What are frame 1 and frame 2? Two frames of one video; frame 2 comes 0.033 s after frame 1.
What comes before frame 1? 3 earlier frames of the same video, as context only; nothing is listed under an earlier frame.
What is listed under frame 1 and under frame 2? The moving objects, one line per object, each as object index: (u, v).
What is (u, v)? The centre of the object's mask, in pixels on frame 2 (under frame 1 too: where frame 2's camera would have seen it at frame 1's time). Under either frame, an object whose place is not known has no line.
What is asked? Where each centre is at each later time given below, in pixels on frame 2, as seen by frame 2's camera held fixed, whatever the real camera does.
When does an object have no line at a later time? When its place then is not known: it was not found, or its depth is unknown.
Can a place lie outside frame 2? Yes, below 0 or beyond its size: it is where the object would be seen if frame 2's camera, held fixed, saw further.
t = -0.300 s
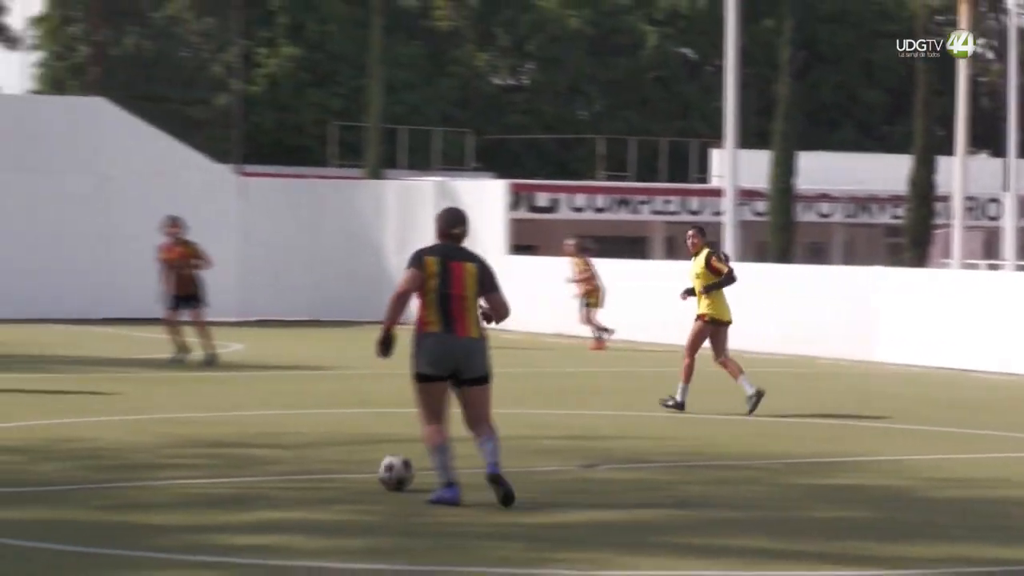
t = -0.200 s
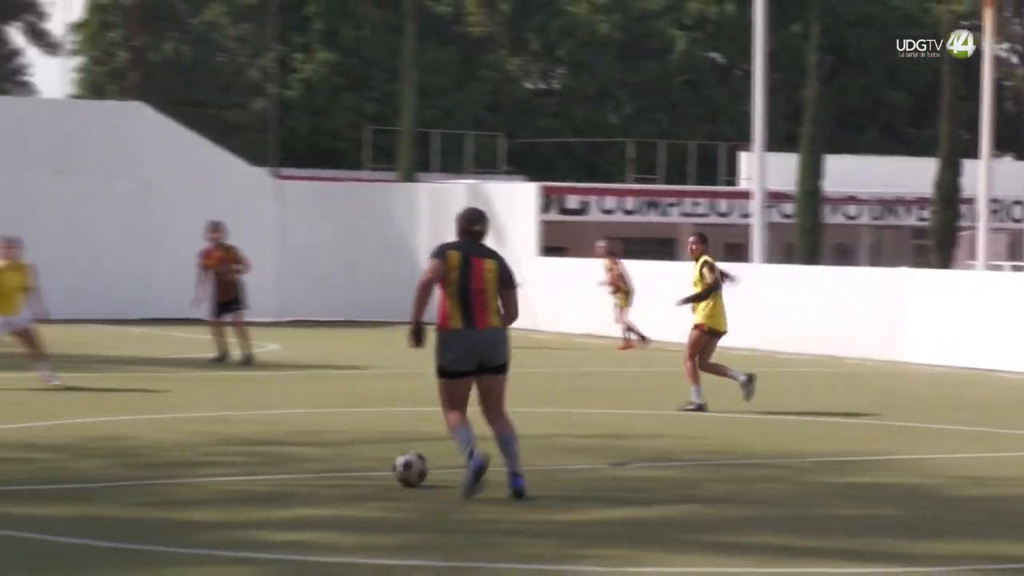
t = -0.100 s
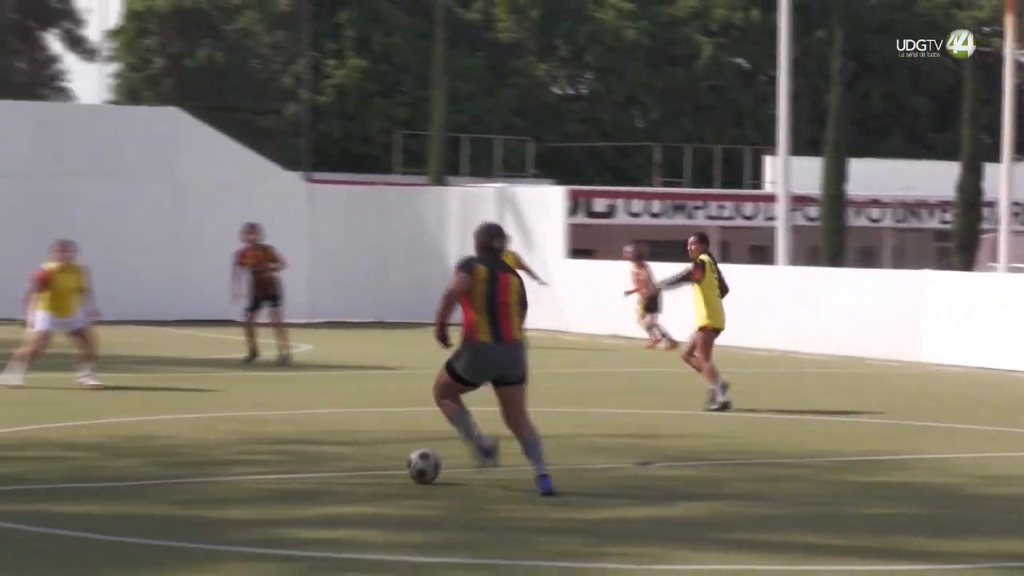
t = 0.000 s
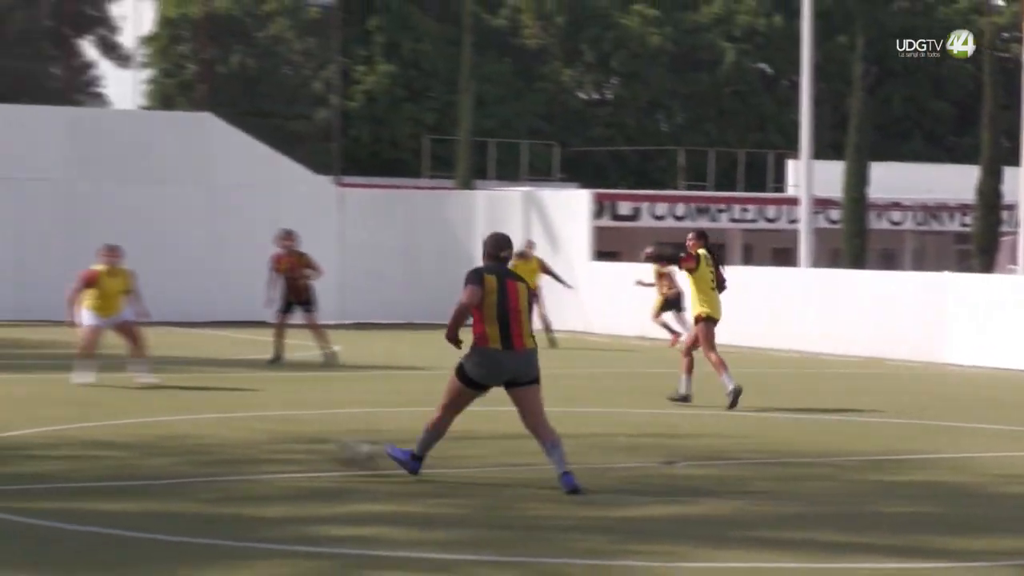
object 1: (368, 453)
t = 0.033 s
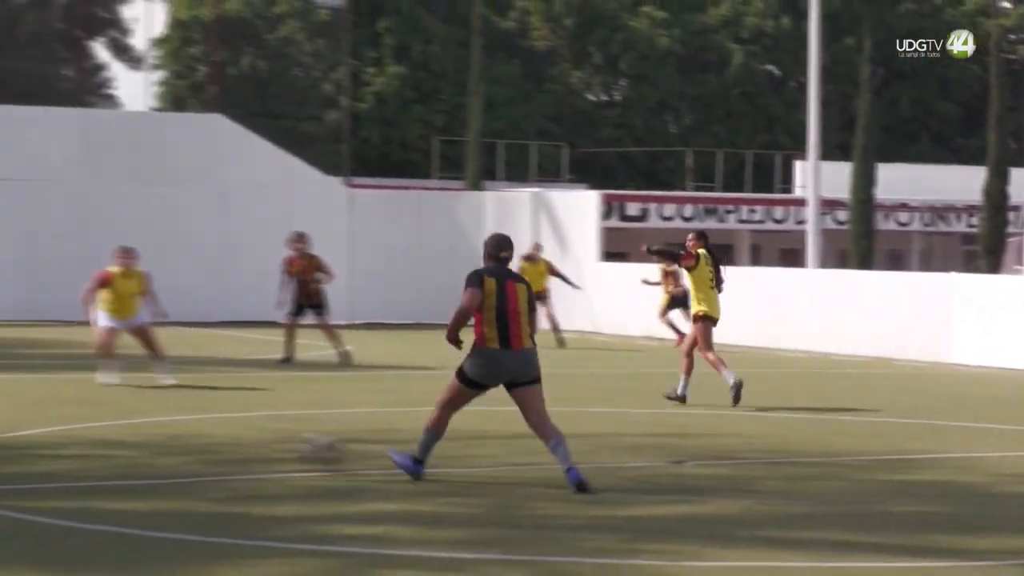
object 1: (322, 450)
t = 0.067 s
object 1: (270, 446)
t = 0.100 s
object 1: (226, 447)
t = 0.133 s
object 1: (182, 450)
